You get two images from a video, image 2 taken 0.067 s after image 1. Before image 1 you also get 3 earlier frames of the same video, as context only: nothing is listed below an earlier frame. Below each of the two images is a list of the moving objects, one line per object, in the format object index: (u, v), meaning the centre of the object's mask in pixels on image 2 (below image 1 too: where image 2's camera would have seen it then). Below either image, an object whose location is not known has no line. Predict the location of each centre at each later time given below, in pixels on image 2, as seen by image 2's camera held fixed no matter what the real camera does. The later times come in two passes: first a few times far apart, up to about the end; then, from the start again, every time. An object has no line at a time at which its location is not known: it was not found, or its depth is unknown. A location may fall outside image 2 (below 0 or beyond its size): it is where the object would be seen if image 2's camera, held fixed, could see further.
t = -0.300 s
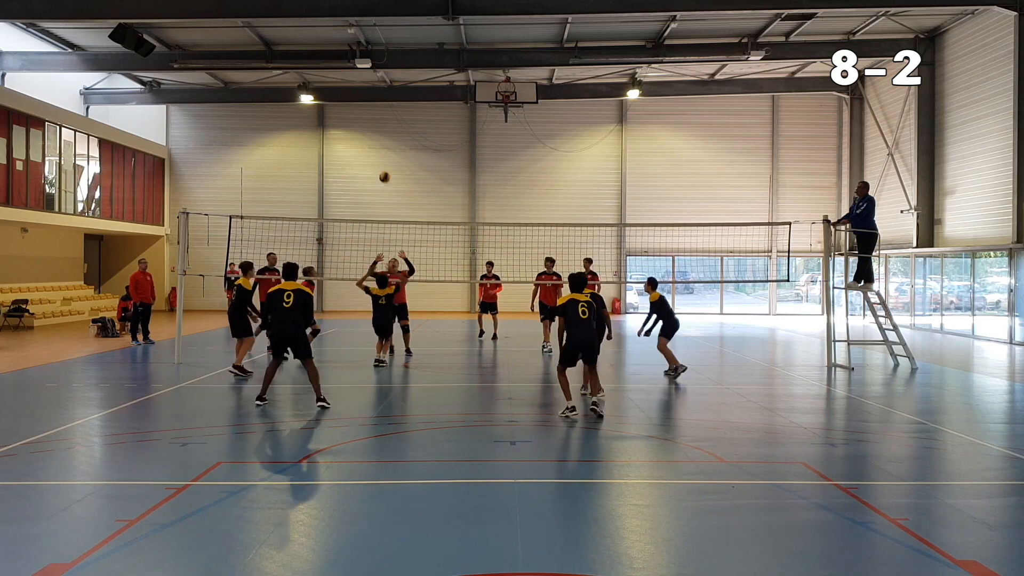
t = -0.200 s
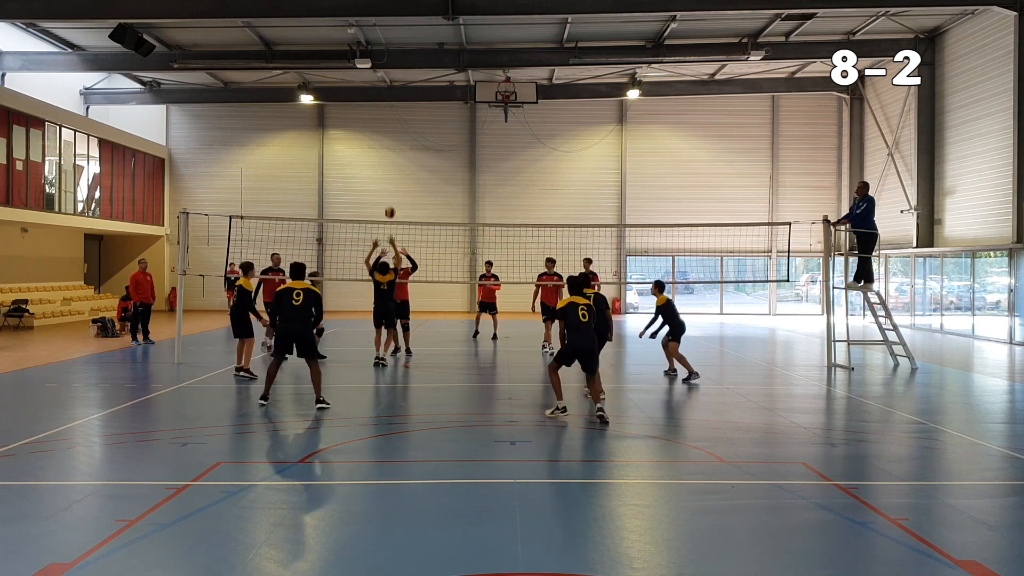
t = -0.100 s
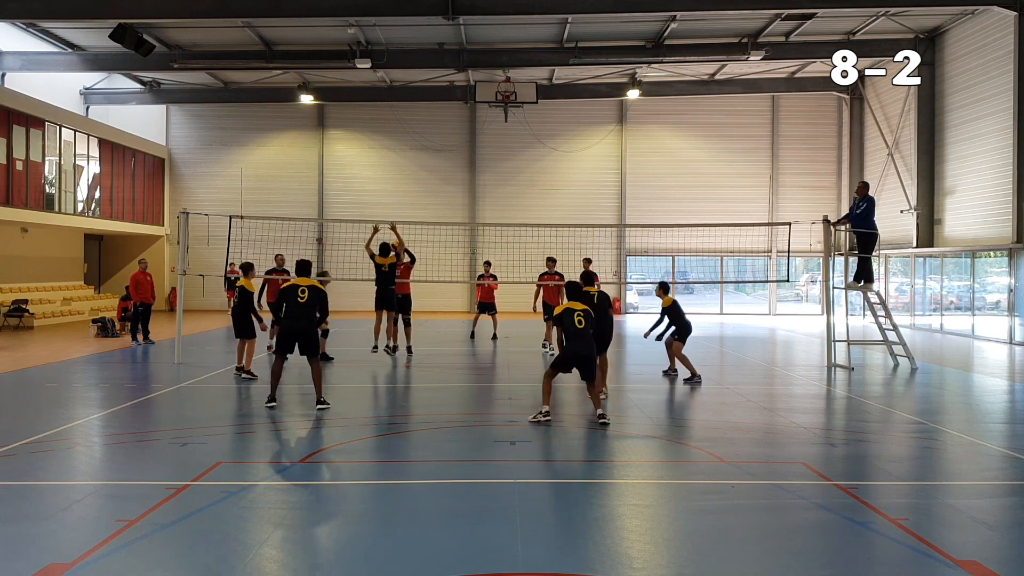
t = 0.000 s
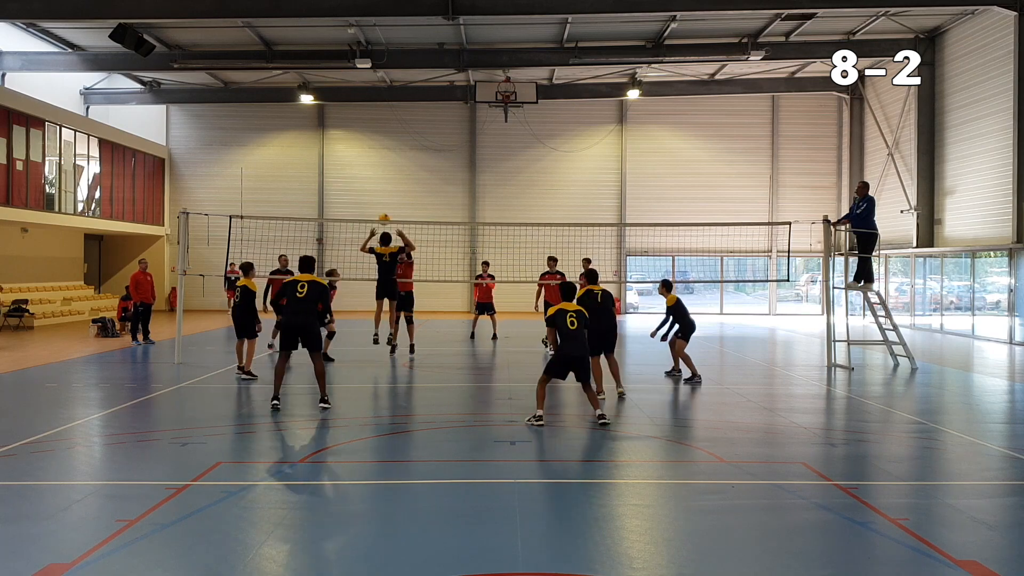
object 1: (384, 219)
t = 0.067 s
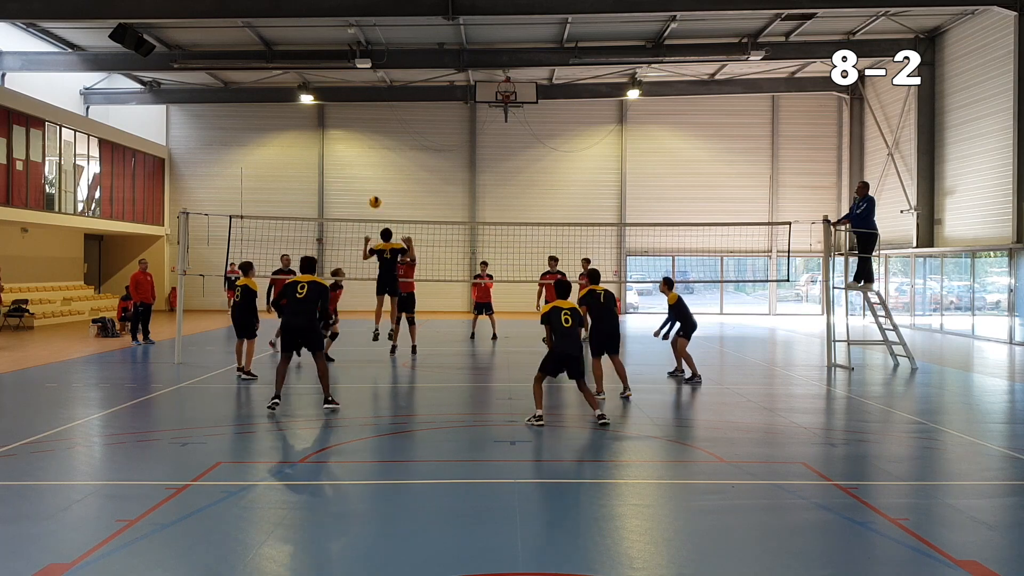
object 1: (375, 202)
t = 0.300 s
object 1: (341, 158)
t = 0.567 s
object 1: (293, 148)
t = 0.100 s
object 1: (370, 194)
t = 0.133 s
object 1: (365, 187)
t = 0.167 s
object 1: (361, 180)
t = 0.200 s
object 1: (356, 173)
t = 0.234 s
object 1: (351, 168)
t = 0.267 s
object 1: (346, 162)
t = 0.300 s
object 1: (341, 158)
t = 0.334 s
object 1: (335, 154)
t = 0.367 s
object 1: (329, 151)
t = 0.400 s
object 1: (324, 149)
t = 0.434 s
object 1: (318, 147)
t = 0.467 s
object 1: (312, 146)
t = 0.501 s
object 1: (306, 146)
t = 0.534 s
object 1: (300, 147)
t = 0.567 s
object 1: (293, 148)
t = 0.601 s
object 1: (287, 151)
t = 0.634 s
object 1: (280, 155)
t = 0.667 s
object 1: (273, 159)
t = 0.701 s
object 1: (266, 165)
